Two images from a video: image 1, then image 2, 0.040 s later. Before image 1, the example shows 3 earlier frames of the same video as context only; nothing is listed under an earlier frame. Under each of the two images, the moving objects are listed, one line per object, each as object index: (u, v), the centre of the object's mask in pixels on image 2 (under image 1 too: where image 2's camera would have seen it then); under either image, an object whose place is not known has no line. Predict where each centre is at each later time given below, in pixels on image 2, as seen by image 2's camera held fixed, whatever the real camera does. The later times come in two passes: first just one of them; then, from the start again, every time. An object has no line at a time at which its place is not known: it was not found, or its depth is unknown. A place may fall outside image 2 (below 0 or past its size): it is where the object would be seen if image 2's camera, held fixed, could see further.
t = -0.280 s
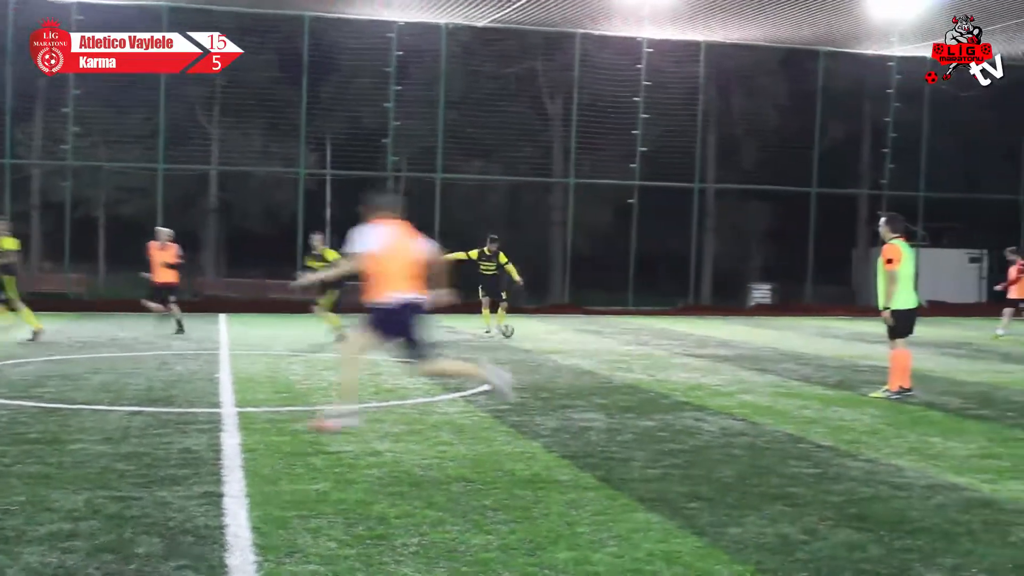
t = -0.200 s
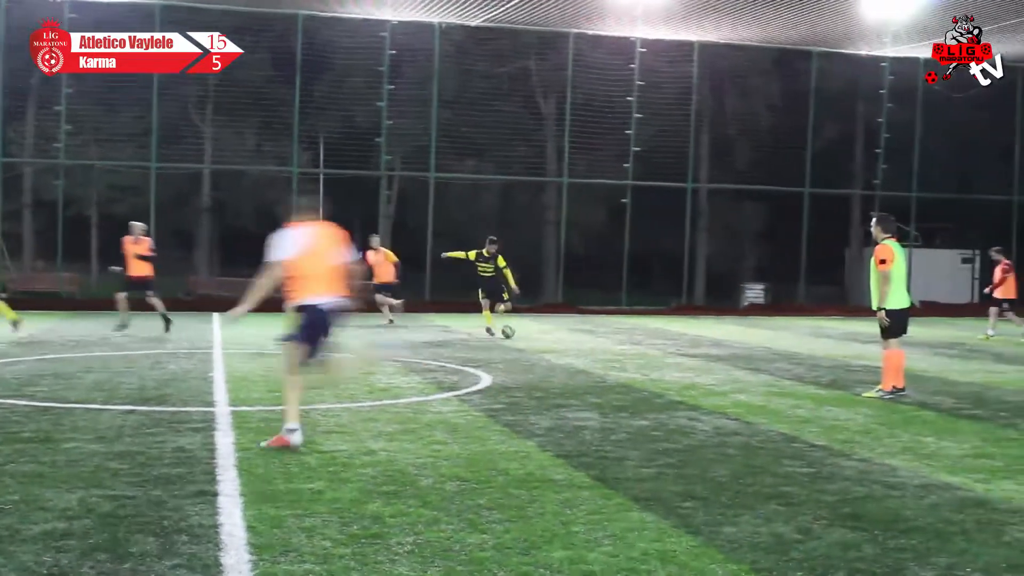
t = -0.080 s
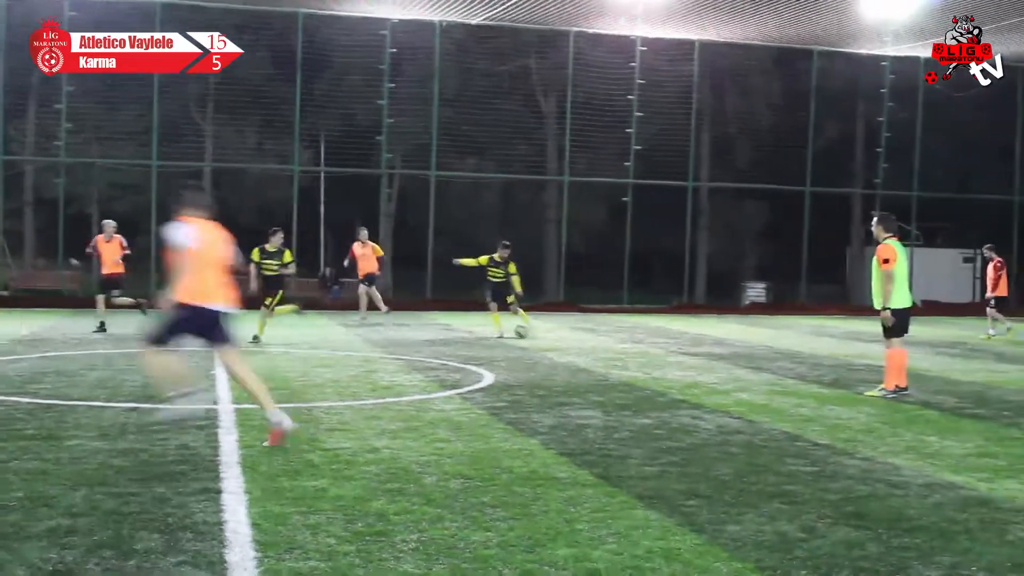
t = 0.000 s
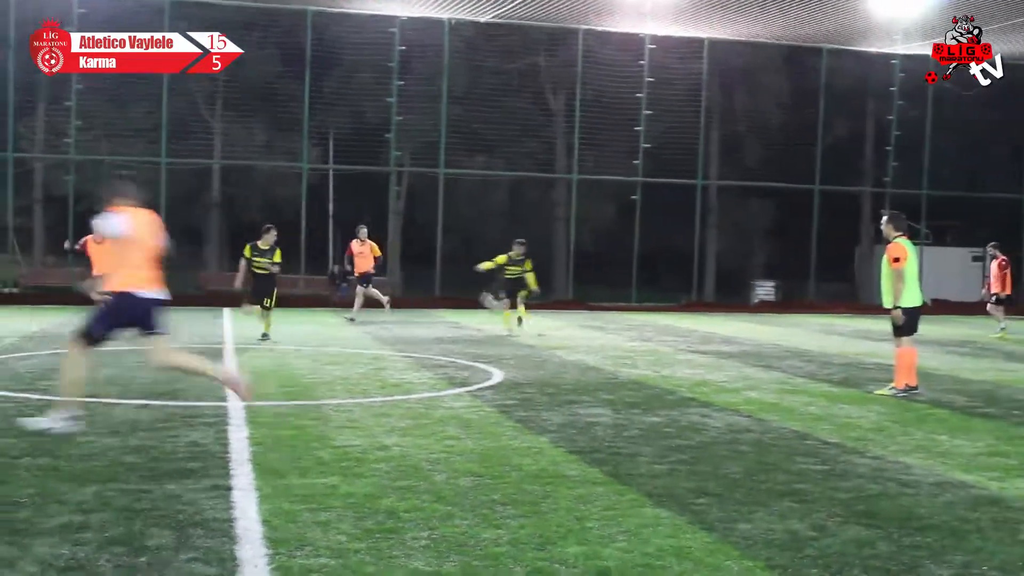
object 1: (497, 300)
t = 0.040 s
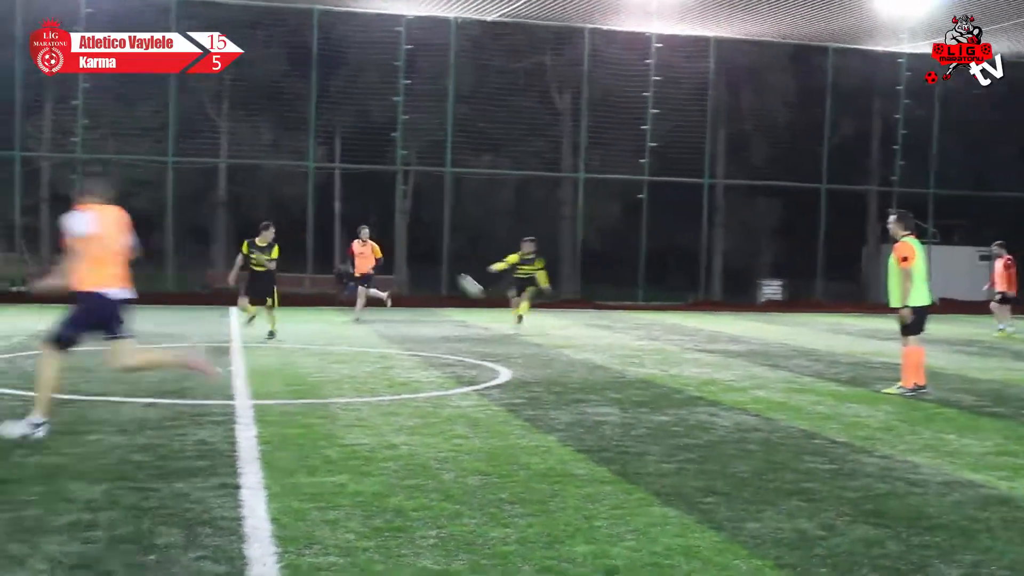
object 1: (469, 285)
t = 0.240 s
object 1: (300, 197)
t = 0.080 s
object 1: (439, 267)
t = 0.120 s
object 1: (406, 251)
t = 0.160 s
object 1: (373, 234)
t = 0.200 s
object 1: (336, 214)
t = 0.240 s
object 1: (300, 197)
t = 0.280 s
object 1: (262, 179)
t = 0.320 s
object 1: (225, 161)
